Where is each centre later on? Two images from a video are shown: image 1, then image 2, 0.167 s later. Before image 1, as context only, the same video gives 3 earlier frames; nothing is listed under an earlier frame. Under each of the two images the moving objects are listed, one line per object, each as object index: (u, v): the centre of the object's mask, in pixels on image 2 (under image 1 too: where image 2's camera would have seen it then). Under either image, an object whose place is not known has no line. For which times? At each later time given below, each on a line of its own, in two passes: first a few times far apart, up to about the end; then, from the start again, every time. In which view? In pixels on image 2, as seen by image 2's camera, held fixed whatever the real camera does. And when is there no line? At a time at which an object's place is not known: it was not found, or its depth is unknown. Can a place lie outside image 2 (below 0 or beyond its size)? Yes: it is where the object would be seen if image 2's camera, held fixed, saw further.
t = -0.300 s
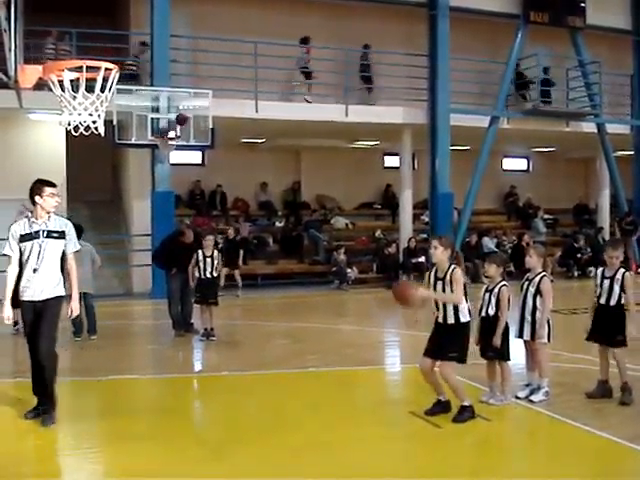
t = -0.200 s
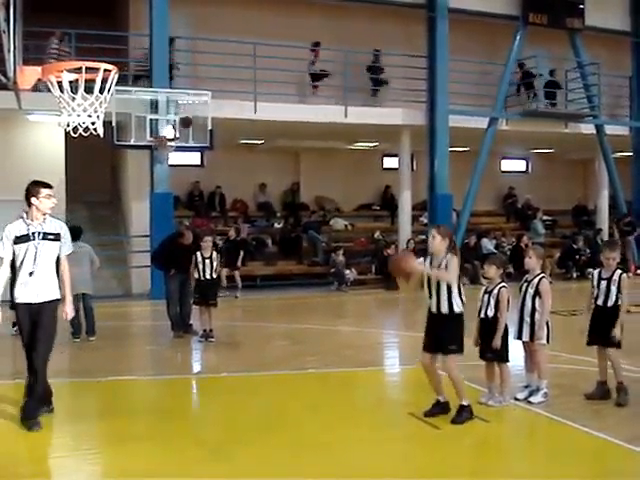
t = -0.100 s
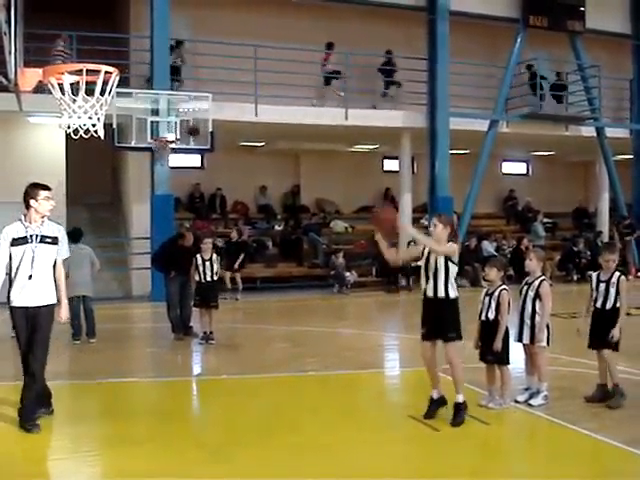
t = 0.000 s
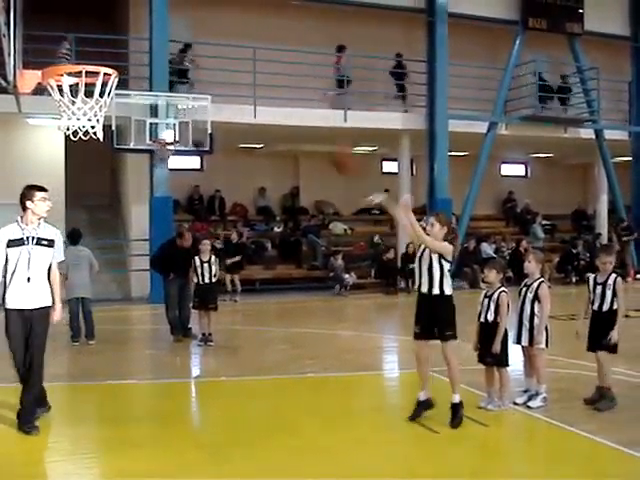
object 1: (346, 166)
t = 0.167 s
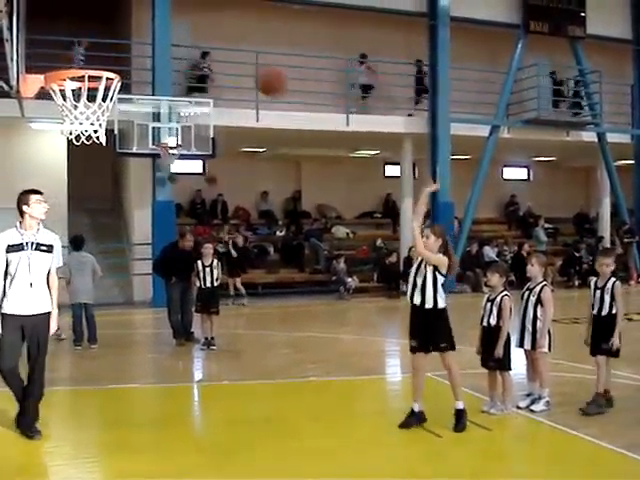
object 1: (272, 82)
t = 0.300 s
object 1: (209, 44)
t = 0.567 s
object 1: (77, 35)
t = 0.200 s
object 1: (256, 69)
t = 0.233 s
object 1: (240, 60)
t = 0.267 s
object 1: (223, 51)
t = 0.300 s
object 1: (209, 44)
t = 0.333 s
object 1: (192, 39)
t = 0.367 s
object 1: (174, 31)
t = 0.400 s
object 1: (159, 28)
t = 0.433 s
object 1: (142, 26)
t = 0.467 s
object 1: (126, 24)
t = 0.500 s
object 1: (108, 26)
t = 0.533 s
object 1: (93, 29)
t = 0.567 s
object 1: (77, 35)
